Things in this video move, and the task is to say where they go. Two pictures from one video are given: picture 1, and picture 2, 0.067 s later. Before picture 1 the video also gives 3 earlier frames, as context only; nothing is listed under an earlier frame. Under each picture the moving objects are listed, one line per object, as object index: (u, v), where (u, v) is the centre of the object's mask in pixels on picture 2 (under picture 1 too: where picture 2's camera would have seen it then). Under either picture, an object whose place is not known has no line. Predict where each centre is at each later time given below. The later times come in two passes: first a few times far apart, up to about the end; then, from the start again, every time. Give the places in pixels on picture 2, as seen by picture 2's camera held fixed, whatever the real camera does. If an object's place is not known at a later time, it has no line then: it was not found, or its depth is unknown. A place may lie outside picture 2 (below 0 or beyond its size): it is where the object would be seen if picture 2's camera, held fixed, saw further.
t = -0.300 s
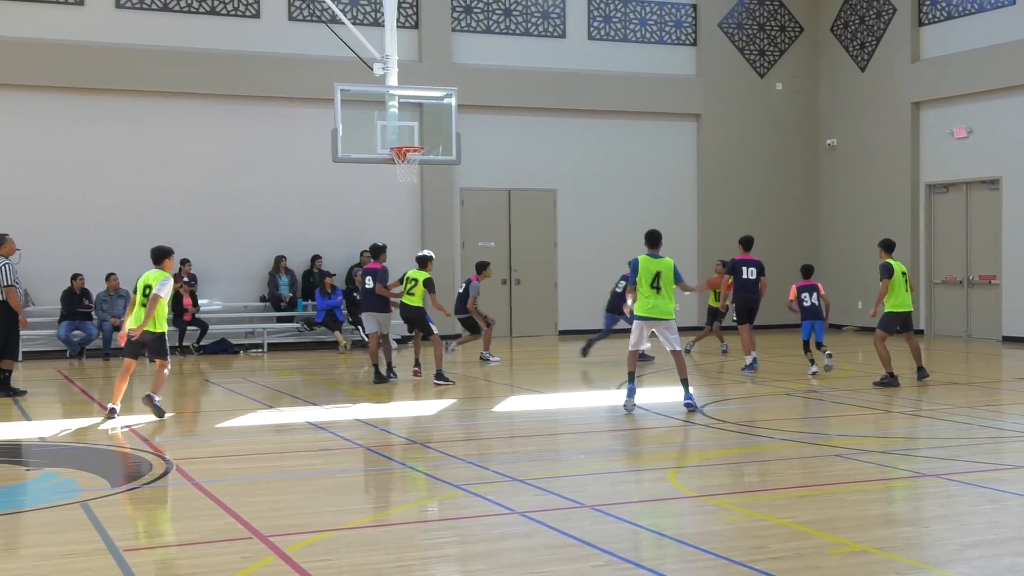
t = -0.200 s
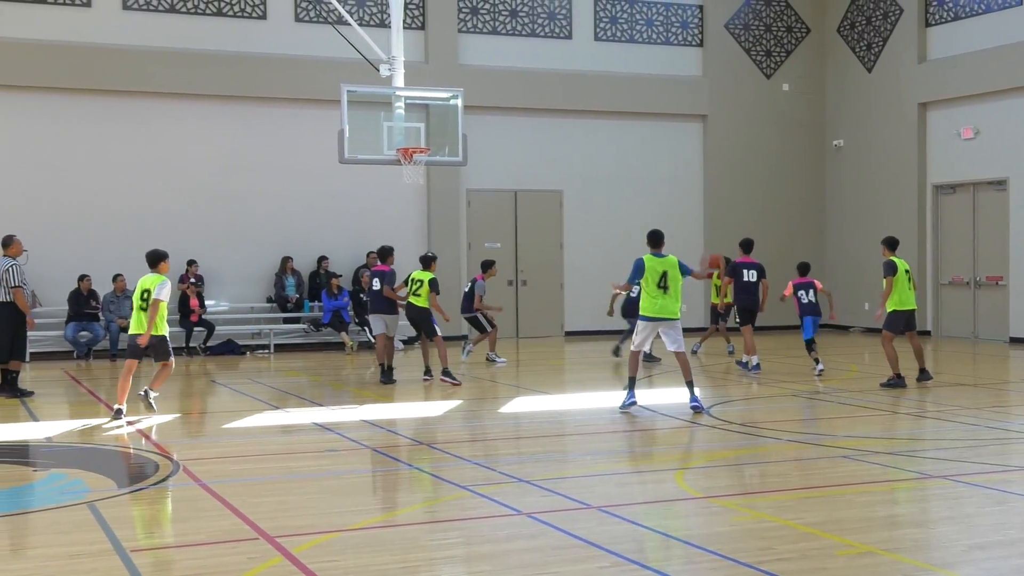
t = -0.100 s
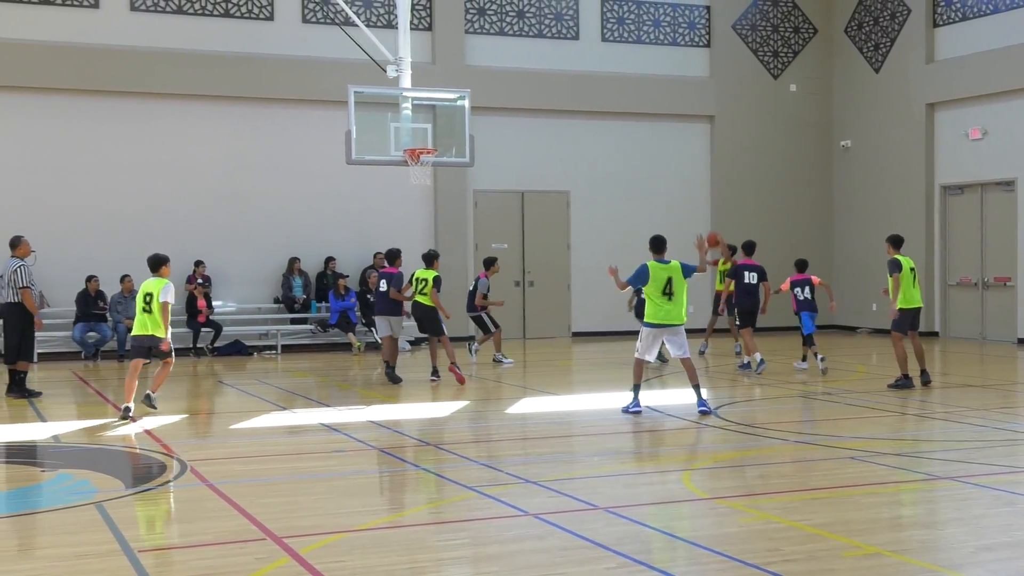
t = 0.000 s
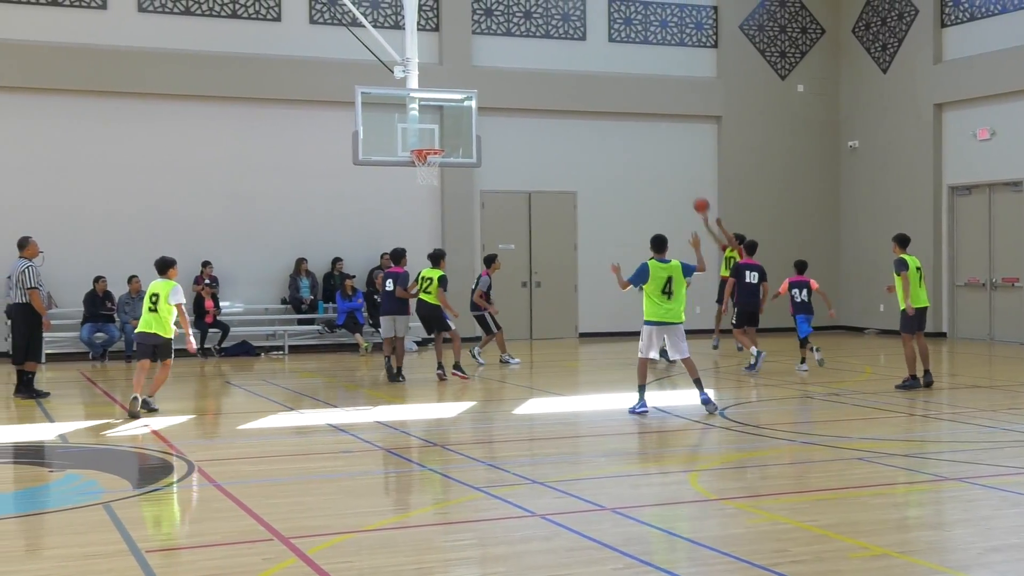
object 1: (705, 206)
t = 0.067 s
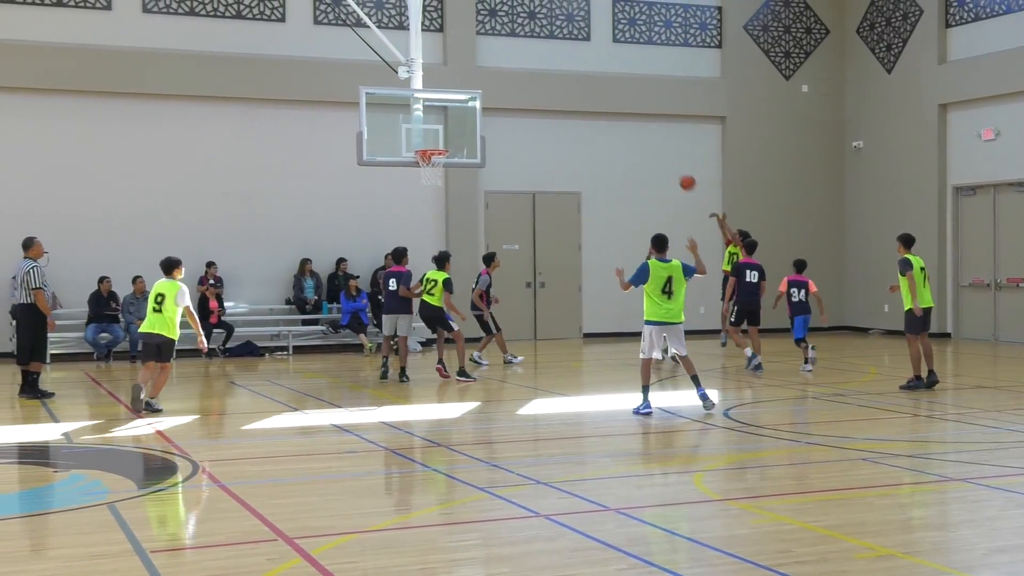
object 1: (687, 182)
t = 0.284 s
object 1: (628, 126)
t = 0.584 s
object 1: (545, 102)
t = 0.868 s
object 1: (467, 134)
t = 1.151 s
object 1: (490, 126)
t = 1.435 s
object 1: (540, 146)
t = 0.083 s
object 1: (683, 177)
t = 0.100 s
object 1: (678, 172)
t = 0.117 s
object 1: (674, 167)
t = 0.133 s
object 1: (669, 162)
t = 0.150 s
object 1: (664, 157)
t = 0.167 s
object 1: (660, 152)
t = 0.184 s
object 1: (655, 148)
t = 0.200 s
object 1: (651, 144)
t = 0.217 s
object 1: (646, 140)
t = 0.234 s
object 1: (641, 136)
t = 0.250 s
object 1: (637, 133)
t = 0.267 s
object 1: (632, 129)
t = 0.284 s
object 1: (628, 126)
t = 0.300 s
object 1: (623, 123)
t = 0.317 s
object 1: (619, 120)
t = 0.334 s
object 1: (614, 118)
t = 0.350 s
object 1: (610, 116)
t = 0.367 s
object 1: (605, 113)
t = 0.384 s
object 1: (600, 111)
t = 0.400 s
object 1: (596, 110)
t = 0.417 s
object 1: (591, 108)
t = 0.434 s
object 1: (587, 107)
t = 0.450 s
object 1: (582, 106)
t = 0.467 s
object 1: (578, 105)
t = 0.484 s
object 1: (573, 104)
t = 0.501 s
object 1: (568, 103)
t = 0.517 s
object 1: (563, 103)
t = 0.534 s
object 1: (559, 102)
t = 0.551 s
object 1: (554, 102)
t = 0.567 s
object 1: (550, 102)
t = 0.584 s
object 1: (545, 102)
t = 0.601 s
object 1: (540, 102)
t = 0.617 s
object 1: (536, 103)
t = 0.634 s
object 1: (532, 103)
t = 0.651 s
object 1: (527, 104)
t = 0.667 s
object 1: (523, 105)
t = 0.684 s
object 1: (518, 106)
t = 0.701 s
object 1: (514, 108)
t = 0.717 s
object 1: (509, 109)
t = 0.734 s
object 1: (504, 111)
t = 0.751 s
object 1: (500, 113)
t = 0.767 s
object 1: (495, 115)
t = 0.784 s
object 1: (491, 118)
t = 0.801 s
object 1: (486, 120)
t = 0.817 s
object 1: (482, 123)
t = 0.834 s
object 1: (477, 126)
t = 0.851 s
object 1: (472, 130)
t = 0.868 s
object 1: (467, 134)
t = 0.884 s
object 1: (462, 137)
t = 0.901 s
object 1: (458, 142)
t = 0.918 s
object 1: (454, 145)
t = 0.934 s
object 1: (452, 147)
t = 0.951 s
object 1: (454, 146)
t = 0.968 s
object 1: (457, 143)
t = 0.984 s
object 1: (460, 140)
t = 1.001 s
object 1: (463, 138)
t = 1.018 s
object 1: (466, 136)
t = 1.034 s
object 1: (469, 134)
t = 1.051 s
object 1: (472, 133)
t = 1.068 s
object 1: (475, 131)
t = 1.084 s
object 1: (478, 130)
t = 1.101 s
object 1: (481, 128)
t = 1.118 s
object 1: (484, 128)
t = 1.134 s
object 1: (487, 127)
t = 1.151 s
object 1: (490, 126)
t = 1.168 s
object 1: (493, 126)
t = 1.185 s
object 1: (496, 125)
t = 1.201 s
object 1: (499, 125)
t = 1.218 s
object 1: (502, 125)
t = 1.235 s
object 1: (505, 126)
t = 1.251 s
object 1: (508, 126)
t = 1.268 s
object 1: (511, 127)
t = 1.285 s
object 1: (514, 128)
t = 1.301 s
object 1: (517, 129)
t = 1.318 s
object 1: (520, 130)
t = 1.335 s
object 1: (523, 131)
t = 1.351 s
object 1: (525, 133)
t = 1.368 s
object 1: (528, 135)
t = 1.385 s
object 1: (531, 138)
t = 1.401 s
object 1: (534, 140)
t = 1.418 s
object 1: (537, 143)
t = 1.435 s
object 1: (540, 146)
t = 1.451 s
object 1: (543, 149)
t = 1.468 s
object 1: (546, 152)
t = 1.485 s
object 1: (549, 155)
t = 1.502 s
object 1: (552, 159)
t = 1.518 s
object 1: (555, 162)
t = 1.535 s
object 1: (558, 166)
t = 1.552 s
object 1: (561, 170)
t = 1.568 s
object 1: (564, 174)
